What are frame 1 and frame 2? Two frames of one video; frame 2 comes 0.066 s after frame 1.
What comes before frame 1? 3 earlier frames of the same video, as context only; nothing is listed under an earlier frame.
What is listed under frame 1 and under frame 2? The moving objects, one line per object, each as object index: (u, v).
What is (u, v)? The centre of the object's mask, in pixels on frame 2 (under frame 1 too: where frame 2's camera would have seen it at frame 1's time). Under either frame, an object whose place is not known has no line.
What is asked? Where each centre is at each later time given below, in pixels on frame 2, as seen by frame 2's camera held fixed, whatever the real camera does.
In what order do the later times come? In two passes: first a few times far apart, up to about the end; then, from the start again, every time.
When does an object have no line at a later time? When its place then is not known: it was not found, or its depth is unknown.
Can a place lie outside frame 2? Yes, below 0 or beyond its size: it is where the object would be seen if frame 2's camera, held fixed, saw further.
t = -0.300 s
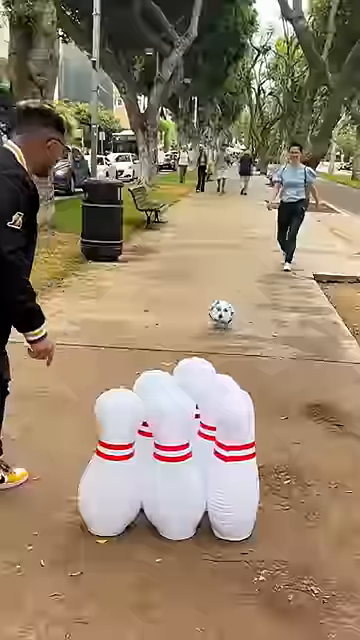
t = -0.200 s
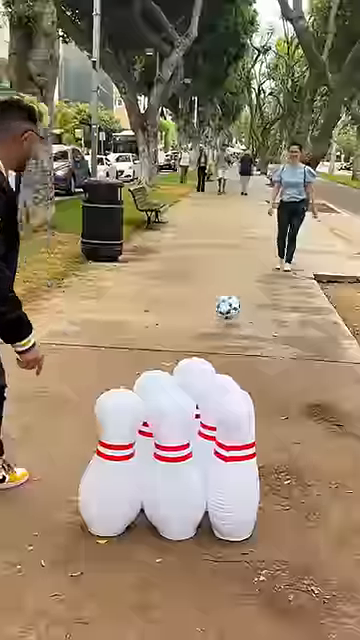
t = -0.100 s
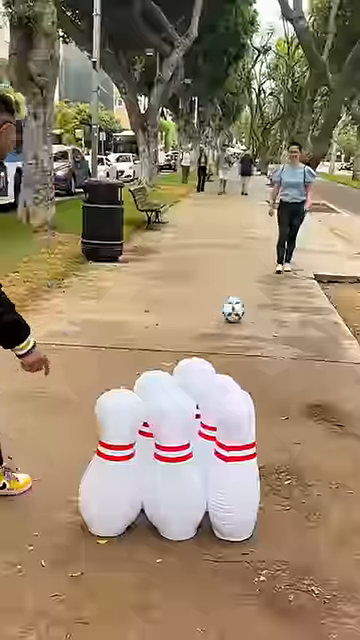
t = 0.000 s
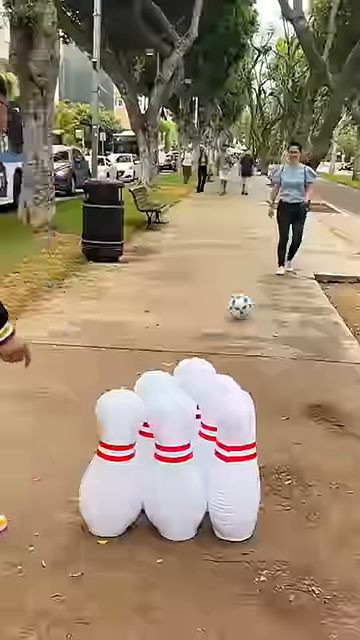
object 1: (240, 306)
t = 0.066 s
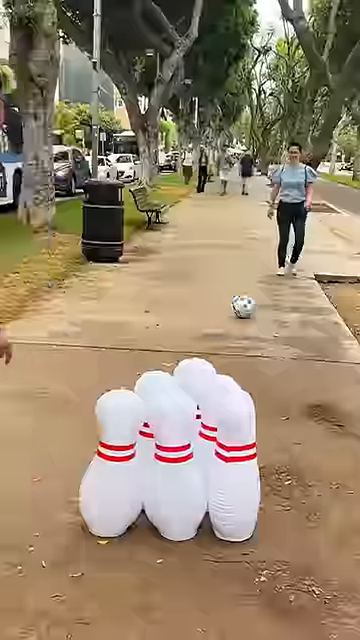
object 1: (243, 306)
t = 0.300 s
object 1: (259, 301)
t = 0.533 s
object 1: (274, 297)
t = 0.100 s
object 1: (245, 305)
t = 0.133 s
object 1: (246, 305)
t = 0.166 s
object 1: (248, 305)
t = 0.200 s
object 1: (252, 303)
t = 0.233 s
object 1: (253, 302)
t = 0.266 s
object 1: (256, 302)
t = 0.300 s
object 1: (259, 301)
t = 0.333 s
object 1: (260, 300)
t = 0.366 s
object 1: (262, 300)
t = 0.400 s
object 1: (263, 299)
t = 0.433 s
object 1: (265, 299)
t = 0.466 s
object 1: (267, 298)
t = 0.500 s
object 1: (273, 297)
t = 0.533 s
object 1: (274, 297)
